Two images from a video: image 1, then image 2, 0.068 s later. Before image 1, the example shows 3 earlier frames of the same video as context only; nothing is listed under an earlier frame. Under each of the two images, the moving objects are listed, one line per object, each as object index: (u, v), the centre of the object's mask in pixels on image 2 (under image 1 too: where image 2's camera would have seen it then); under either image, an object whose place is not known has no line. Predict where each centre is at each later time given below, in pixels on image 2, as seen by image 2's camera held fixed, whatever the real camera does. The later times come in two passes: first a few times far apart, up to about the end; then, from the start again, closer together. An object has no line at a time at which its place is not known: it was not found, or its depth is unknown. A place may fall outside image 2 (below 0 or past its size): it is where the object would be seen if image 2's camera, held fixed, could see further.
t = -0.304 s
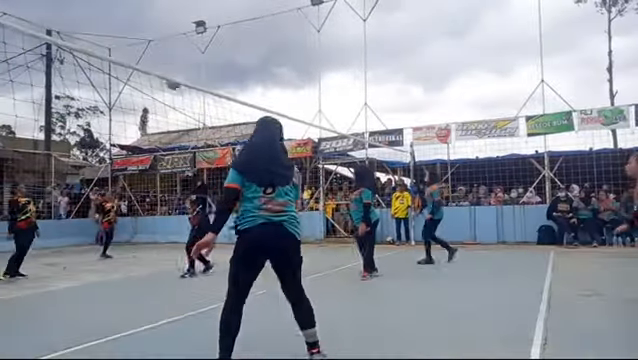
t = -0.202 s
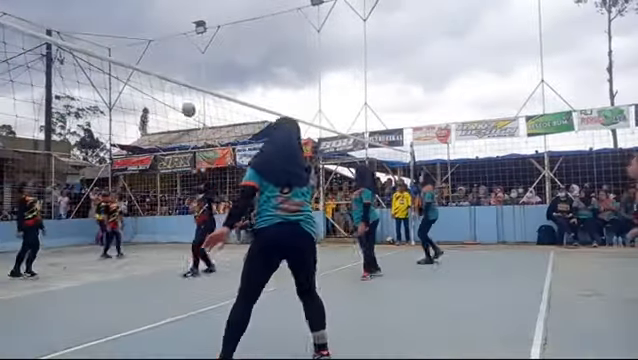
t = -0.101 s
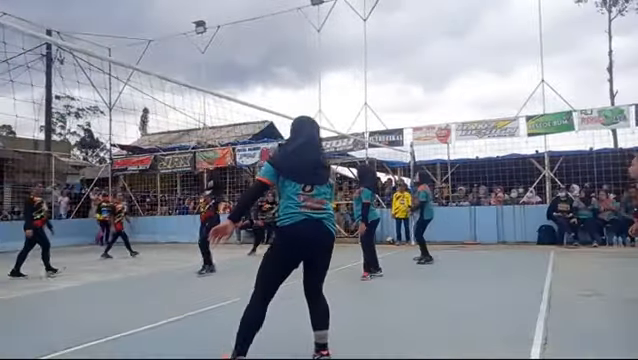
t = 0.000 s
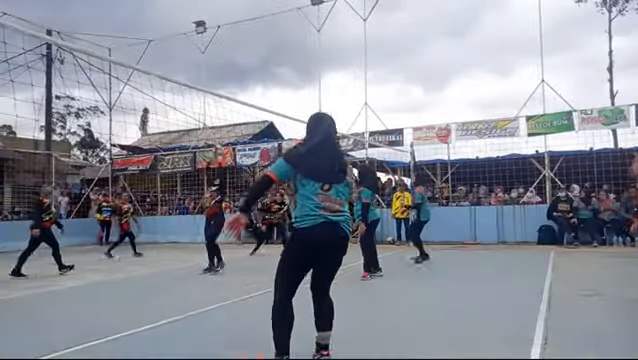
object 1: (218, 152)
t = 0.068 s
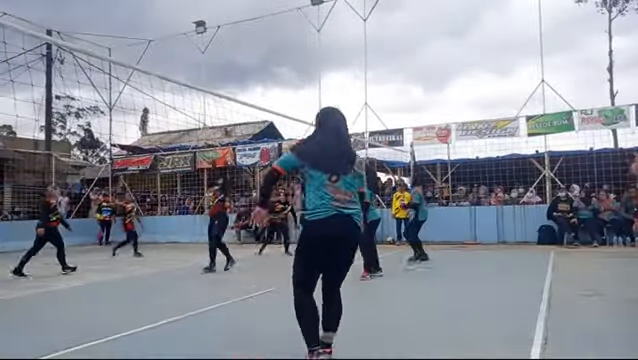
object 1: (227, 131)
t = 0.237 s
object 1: (248, 90)
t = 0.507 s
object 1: (281, 63)
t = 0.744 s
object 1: (307, 72)
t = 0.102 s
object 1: (231, 120)
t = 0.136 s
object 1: (236, 112)
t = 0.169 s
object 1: (240, 104)
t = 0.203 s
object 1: (244, 96)
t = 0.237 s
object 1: (248, 90)
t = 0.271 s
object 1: (253, 85)
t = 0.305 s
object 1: (257, 80)
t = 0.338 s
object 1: (261, 75)
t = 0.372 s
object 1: (265, 72)
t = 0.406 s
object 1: (269, 69)
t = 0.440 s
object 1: (273, 67)
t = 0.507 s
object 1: (281, 63)
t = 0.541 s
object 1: (285, 62)
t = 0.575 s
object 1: (288, 63)
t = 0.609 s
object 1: (292, 63)
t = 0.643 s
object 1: (296, 65)
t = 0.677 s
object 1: (299, 67)
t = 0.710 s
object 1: (303, 69)
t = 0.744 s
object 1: (307, 72)
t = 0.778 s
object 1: (311, 76)
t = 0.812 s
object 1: (315, 80)
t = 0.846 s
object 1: (319, 85)
